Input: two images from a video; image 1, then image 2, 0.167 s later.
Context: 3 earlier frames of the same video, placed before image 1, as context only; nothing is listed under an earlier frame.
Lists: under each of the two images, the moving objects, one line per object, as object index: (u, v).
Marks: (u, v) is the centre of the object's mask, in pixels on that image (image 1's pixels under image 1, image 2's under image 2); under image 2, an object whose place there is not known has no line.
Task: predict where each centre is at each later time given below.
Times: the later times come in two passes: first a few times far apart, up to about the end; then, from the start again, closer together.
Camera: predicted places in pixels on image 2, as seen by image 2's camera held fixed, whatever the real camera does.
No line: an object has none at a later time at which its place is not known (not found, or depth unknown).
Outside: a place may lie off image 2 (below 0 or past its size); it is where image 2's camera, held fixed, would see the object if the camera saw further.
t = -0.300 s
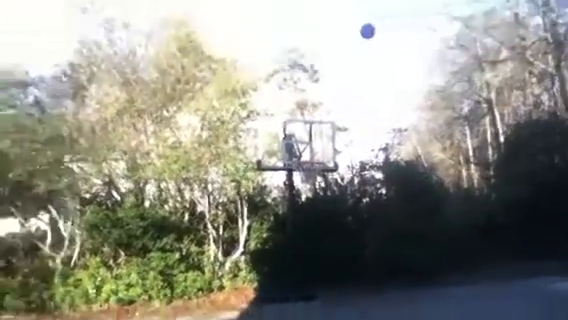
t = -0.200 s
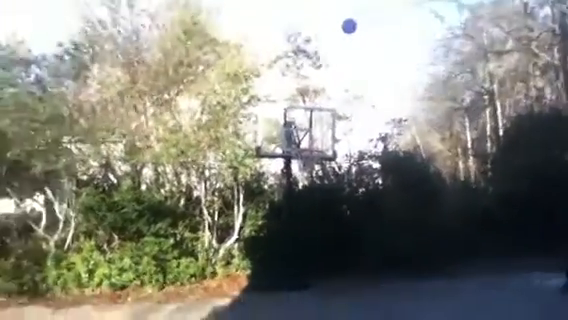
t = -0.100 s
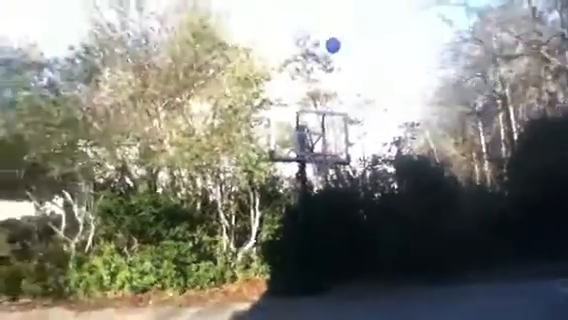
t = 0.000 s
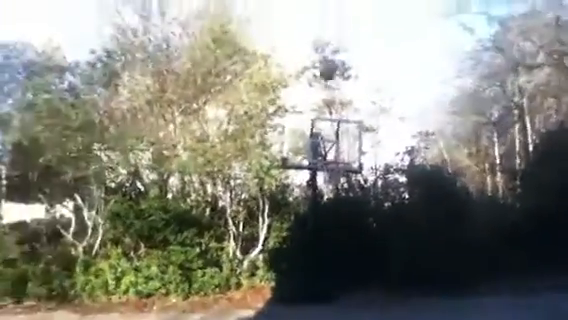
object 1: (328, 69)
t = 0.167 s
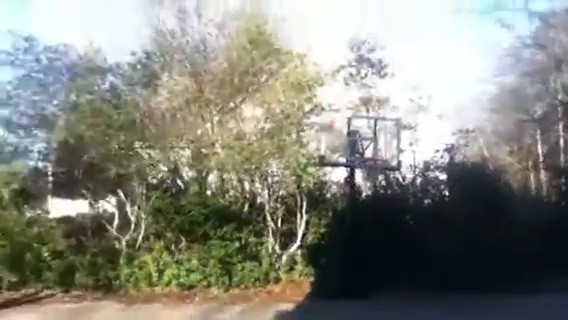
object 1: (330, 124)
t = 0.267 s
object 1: (306, 156)
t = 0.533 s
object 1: (251, 283)
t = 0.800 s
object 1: (230, 208)
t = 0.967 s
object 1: (224, 168)
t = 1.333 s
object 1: (216, 158)
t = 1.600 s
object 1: (215, 208)
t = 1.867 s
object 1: (220, 292)
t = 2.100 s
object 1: (221, 232)
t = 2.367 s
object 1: (227, 201)
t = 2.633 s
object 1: (235, 216)
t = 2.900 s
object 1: (246, 280)
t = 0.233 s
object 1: (313, 154)
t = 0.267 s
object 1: (306, 156)
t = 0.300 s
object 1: (297, 167)
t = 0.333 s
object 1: (291, 184)
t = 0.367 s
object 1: (287, 189)
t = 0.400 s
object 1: (275, 212)
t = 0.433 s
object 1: (270, 229)
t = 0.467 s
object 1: (264, 245)
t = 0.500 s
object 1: (256, 264)
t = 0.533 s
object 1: (251, 283)
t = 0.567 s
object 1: (248, 292)
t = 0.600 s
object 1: (242, 280)
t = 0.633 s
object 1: (239, 265)
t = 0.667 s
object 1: (237, 248)
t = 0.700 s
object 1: (236, 238)
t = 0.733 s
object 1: (234, 229)
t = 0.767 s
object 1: (233, 218)
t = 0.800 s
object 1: (230, 208)
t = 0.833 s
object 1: (230, 199)
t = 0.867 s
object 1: (229, 189)
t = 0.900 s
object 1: (228, 180)
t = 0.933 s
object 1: (227, 174)
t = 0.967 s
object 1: (224, 168)
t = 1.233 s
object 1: (216, 147)
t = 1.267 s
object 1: (215, 151)
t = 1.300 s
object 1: (215, 154)
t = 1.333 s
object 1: (216, 158)
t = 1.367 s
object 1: (217, 161)
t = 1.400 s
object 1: (217, 164)
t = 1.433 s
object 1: (216, 166)
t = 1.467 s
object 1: (214, 173)
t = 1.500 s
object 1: (217, 181)
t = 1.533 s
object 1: (215, 184)
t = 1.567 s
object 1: (214, 200)
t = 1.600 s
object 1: (215, 208)
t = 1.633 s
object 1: (216, 218)
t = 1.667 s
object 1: (217, 229)
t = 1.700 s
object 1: (216, 240)
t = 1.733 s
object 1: (216, 252)
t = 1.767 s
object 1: (217, 268)
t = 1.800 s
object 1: (218, 281)
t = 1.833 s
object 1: (220, 295)
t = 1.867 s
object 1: (220, 292)
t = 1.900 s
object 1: (219, 280)
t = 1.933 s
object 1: (219, 271)
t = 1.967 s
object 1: (220, 262)
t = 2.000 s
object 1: (223, 251)
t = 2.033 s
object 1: (221, 245)
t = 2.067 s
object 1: (220, 238)
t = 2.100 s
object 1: (221, 232)
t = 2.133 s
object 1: (222, 225)
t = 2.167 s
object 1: (223, 219)
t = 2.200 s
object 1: (223, 213)
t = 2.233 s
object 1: (224, 210)
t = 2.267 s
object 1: (224, 207)
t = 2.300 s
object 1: (227, 203)
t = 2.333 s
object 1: (227, 202)
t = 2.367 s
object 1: (227, 201)
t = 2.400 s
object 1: (227, 200)
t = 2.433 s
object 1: (228, 200)
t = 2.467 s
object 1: (229, 201)
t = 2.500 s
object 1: (230, 202)
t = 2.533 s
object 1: (231, 204)
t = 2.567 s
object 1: (233, 207)
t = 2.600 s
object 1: (234, 211)
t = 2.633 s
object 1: (235, 216)
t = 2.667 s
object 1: (237, 221)
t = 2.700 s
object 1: (239, 228)
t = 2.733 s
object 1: (240, 234)
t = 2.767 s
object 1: (241, 241)
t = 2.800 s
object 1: (240, 247)
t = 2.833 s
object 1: (241, 256)
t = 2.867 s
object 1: (243, 267)
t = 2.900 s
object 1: (246, 280)
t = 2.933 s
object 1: (248, 290)
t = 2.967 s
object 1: (249, 296)
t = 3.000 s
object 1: (249, 288)
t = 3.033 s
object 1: (250, 280)
